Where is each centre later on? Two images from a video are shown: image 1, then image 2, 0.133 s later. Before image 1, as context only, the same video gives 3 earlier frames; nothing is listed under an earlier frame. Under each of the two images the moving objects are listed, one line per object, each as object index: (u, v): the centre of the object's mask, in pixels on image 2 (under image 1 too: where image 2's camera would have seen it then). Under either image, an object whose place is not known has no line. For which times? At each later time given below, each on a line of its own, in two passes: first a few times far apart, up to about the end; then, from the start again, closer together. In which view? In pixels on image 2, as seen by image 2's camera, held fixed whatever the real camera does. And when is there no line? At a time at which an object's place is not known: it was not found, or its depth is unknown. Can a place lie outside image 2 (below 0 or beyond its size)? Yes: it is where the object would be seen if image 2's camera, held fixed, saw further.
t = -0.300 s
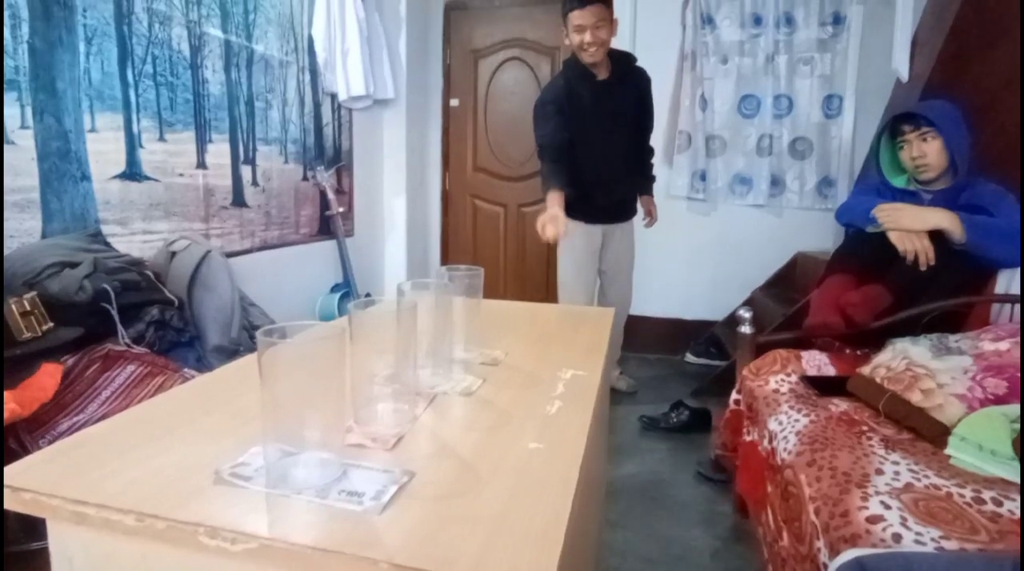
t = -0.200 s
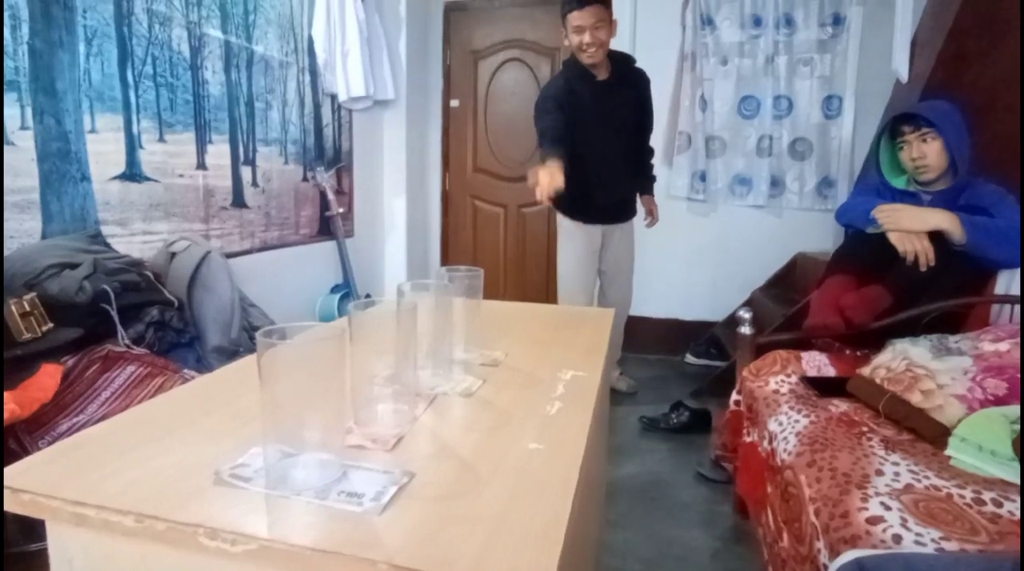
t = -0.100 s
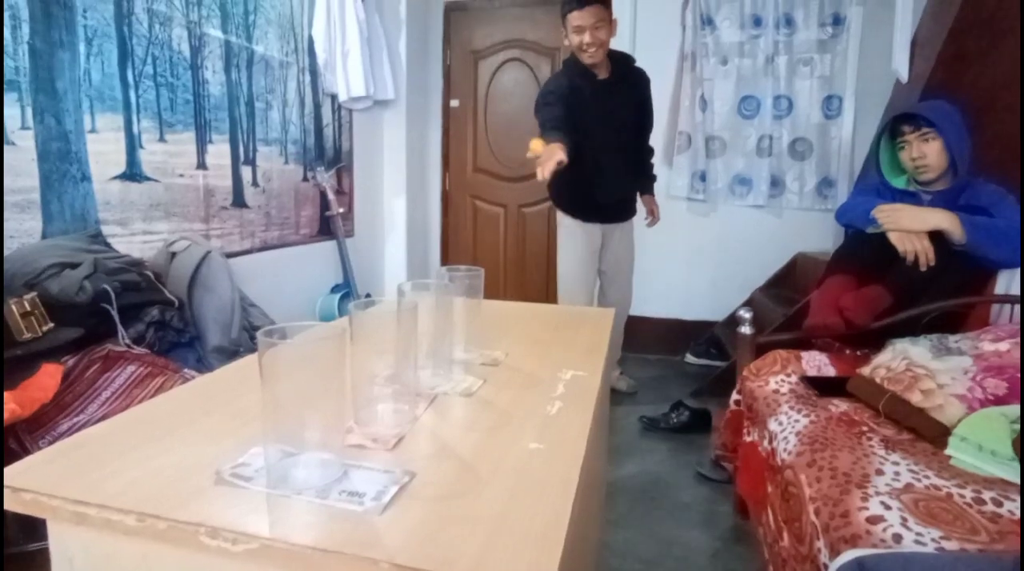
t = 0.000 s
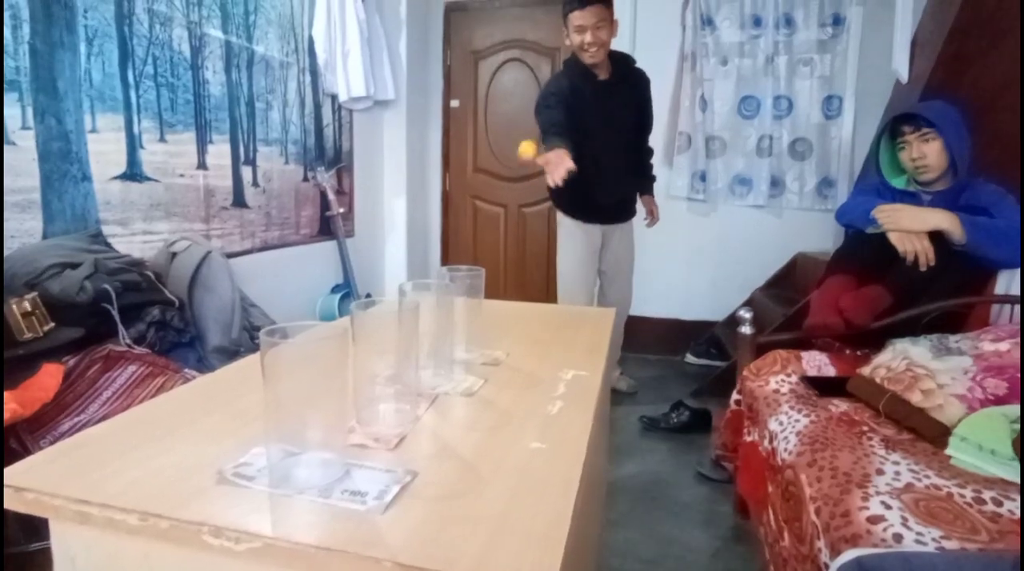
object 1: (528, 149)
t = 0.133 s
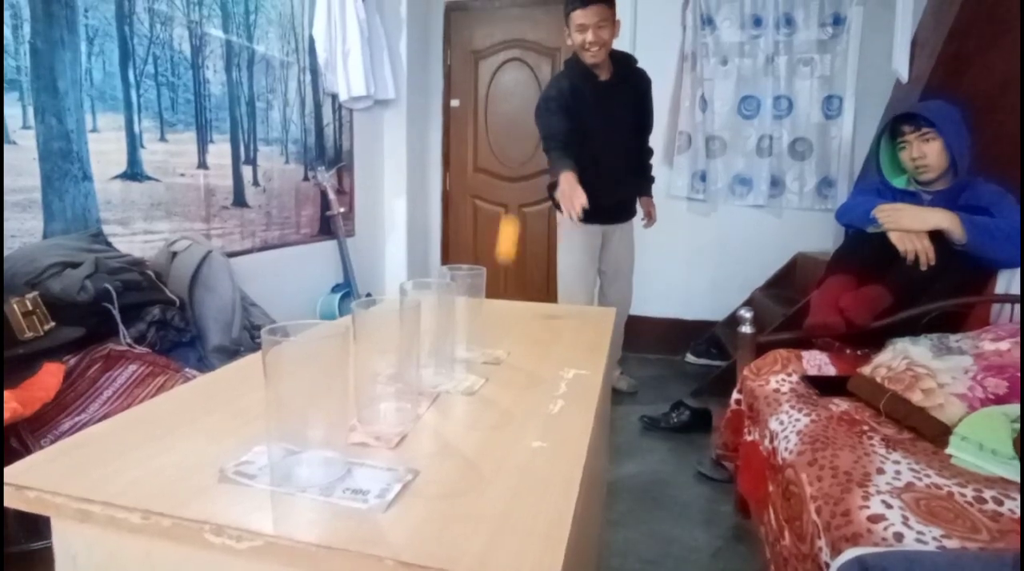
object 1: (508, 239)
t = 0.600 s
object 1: (429, 285)
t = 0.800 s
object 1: (429, 343)
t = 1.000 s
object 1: (427, 353)
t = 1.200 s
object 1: (439, 359)
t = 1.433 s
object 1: (430, 363)
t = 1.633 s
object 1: (427, 361)
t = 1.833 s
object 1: (427, 361)
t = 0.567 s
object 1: (446, 249)
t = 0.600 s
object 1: (429, 285)
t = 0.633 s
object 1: (423, 296)
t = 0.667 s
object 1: (431, 320)
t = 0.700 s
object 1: (433, 349)
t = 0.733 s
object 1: (425, 352)
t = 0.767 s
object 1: (427, 342)
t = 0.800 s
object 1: (429, 343)
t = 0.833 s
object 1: (438, 356)
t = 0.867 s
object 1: (433, 354)
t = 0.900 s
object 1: (428, 351)
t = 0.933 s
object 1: (427, 353)
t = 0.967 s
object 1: (427, 353)
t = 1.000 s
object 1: (427, 353)
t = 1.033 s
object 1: (430, 355)
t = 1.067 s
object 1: (433, 356)
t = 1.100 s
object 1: (434, 356)
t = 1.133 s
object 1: (435, 356)
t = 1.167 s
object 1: (437, 357)
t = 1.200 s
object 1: (439, 359)
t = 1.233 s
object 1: (439, 359)
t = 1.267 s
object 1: (438, 360)
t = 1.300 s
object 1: (438, 361)
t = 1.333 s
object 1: (437, 361)
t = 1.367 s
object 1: (437, 360)
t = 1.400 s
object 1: (433, 362)
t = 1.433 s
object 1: (430, 363)
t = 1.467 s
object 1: (429, 362)
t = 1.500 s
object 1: (428, 362)
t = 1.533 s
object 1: (428, 362)
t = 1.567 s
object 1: (428, 362)
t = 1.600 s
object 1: (427, 361)
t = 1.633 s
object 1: (427, 361)
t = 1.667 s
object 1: (428, 361)
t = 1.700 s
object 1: (428, 361)
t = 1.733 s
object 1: (427, 361)
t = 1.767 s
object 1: (427, 361)
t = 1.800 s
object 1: (427, 361)
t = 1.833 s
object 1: (427, 361)
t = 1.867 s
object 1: (427, 360)
